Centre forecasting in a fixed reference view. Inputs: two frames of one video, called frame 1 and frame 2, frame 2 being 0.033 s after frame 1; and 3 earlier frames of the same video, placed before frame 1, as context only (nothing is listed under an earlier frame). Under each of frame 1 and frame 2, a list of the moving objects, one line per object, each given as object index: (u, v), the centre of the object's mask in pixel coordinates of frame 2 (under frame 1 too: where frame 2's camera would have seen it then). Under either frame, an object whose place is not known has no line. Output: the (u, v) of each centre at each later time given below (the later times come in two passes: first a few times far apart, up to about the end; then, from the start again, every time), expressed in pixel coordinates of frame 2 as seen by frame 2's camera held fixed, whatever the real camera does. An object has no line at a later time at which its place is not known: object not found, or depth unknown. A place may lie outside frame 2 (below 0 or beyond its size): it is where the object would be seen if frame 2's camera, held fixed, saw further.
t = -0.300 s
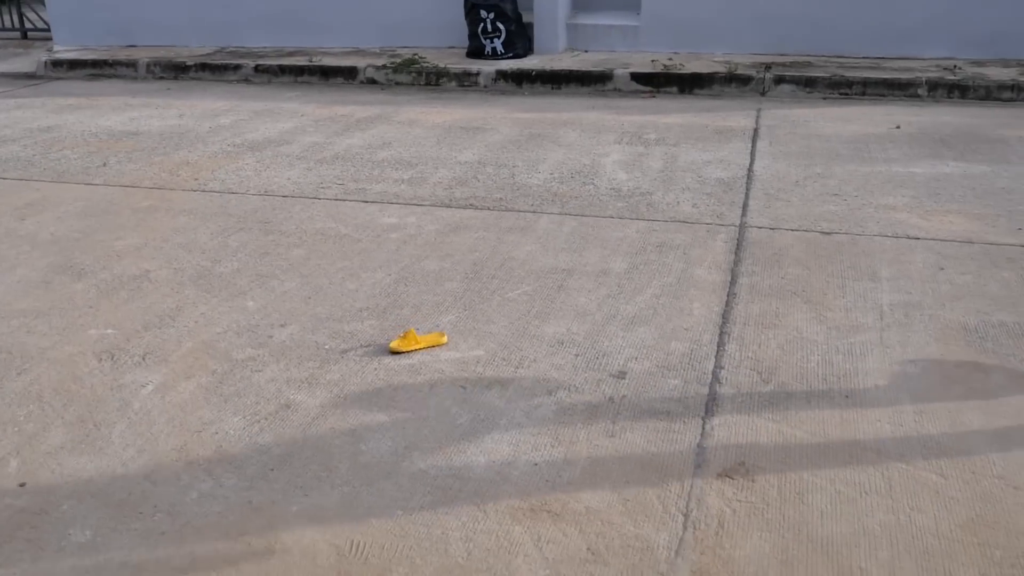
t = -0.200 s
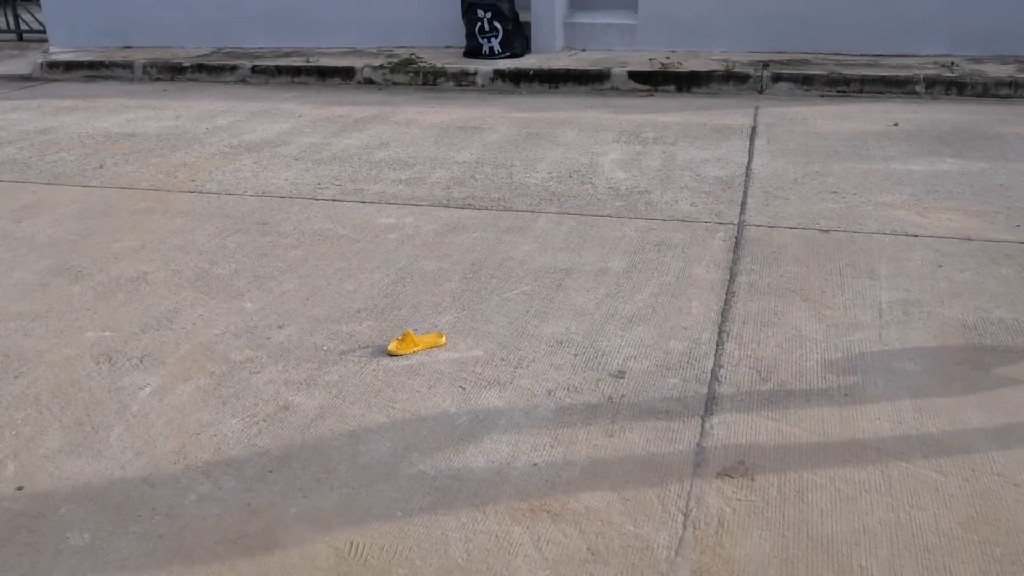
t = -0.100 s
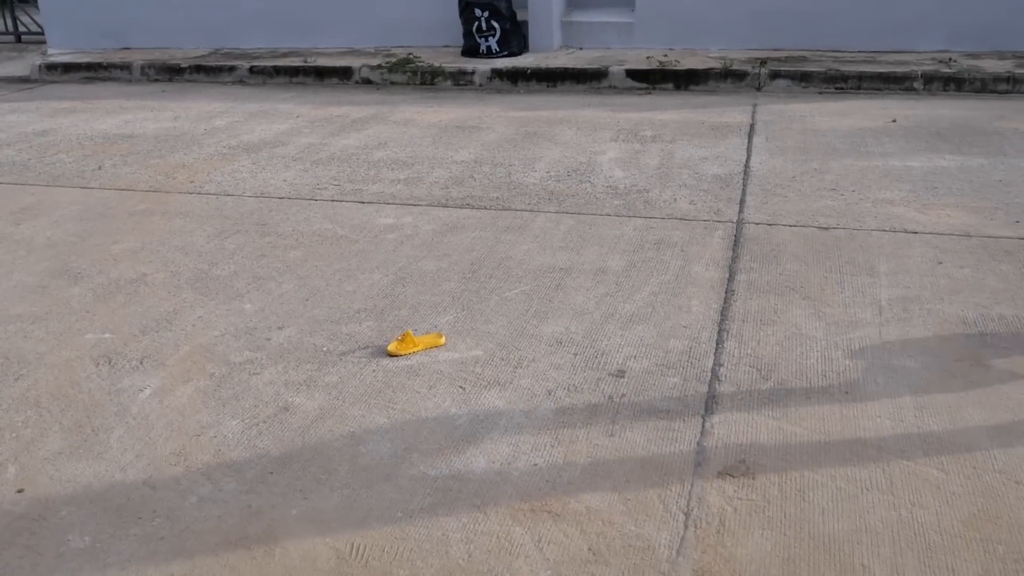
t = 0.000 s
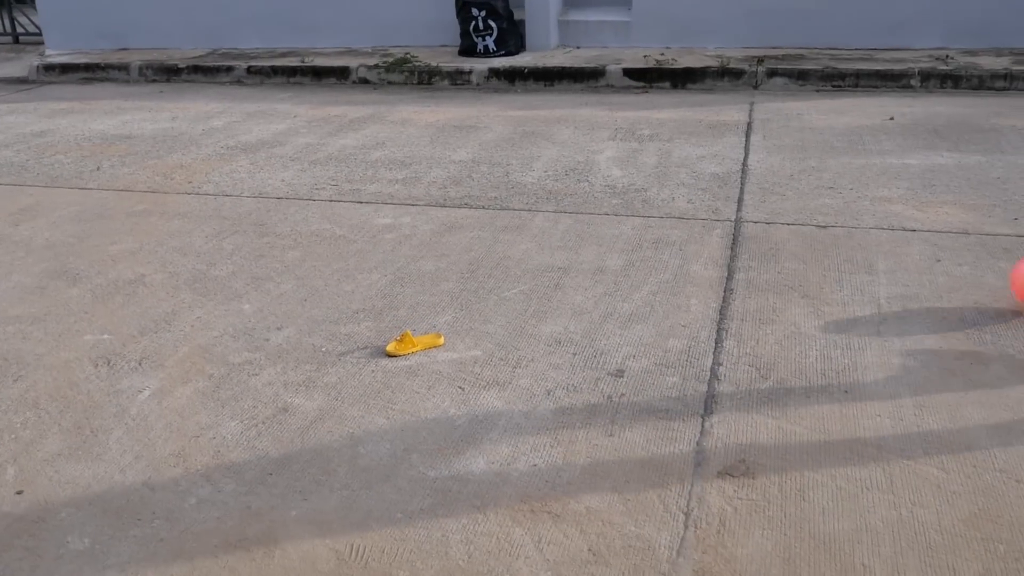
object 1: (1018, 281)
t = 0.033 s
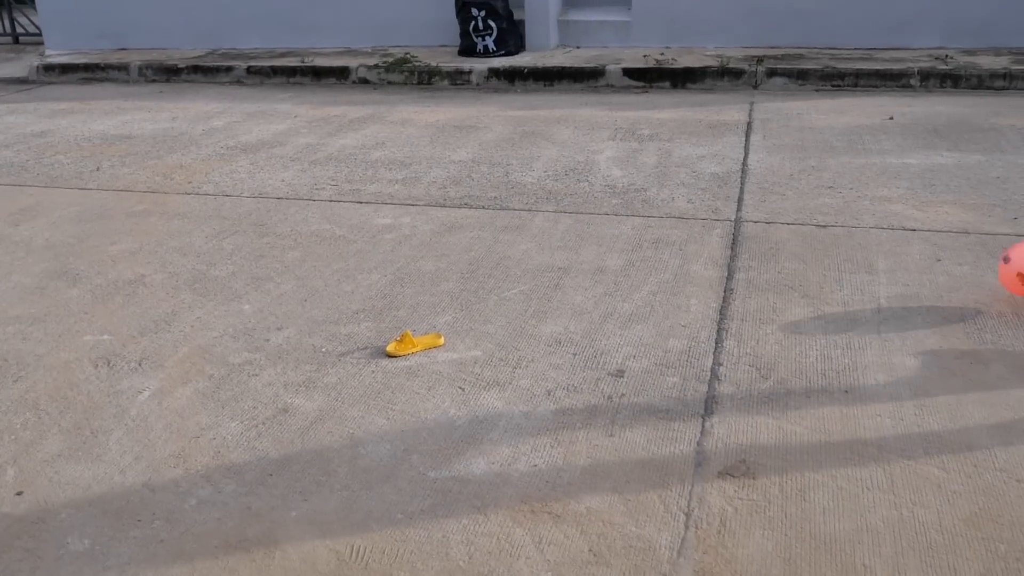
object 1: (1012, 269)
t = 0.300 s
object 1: (933, 252)
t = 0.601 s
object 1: (840, 232)
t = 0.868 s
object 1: (775, 224)
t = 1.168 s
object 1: (720, 201)
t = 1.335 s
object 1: (695, 193)
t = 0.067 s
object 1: (1007, 263)
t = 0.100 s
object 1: (1000, 259)
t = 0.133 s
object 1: (992, 258)
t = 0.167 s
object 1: (980, 260)
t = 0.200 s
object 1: (967, 264)
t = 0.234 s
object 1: (954, 269)
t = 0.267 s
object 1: (944, 260)
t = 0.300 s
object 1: (933, 252)
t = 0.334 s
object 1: (922, 247)
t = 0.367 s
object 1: (910, 245)
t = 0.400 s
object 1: (898, 245)
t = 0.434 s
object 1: (886, 249)
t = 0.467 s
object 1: (876, 252)
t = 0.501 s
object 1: (867, 243)
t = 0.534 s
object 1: (858, 236)
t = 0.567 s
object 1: (849, 233)
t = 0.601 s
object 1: (840, 232)
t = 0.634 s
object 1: (831, 233)
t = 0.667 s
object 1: (822, 237)
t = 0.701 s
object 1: (814, 232)
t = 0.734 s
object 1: (807, 226)
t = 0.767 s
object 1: (799, 222)
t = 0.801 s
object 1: (791, 220)
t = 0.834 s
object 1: (783, 221)
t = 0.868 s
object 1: (775, 224)
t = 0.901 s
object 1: (769, 219)
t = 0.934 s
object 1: (762, 213)
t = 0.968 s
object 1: (756, 210)
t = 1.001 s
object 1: (749, 210)
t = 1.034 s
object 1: (743, 212)
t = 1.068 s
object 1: (737, 211)
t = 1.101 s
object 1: (731, 206)
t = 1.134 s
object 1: (726, 202)
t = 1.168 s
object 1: (720, 201)
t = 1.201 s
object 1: (715, 202)
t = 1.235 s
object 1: (710, 202)
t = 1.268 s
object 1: (705, 197)
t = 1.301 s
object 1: (701, 193)
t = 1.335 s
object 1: (695, 193)
